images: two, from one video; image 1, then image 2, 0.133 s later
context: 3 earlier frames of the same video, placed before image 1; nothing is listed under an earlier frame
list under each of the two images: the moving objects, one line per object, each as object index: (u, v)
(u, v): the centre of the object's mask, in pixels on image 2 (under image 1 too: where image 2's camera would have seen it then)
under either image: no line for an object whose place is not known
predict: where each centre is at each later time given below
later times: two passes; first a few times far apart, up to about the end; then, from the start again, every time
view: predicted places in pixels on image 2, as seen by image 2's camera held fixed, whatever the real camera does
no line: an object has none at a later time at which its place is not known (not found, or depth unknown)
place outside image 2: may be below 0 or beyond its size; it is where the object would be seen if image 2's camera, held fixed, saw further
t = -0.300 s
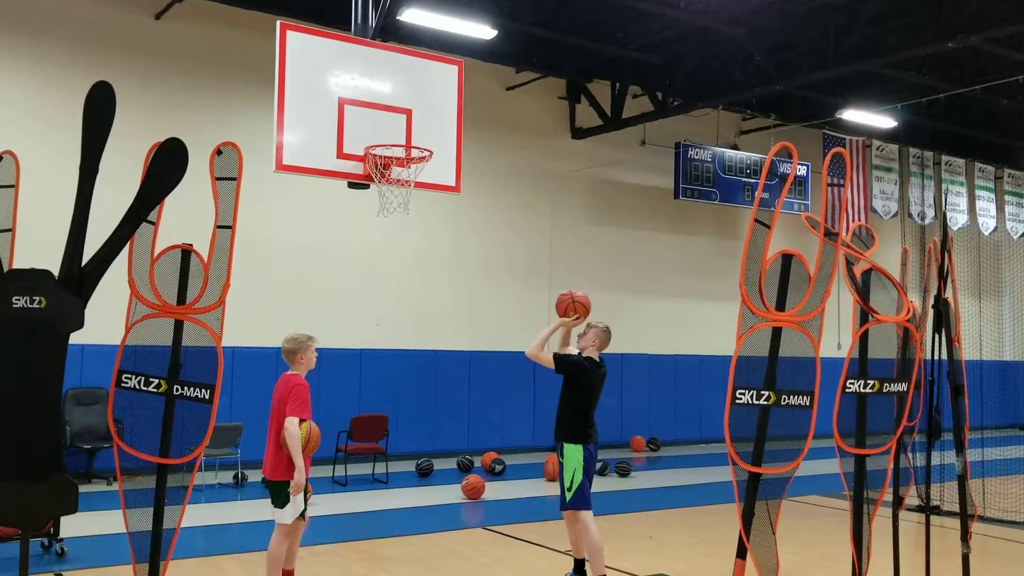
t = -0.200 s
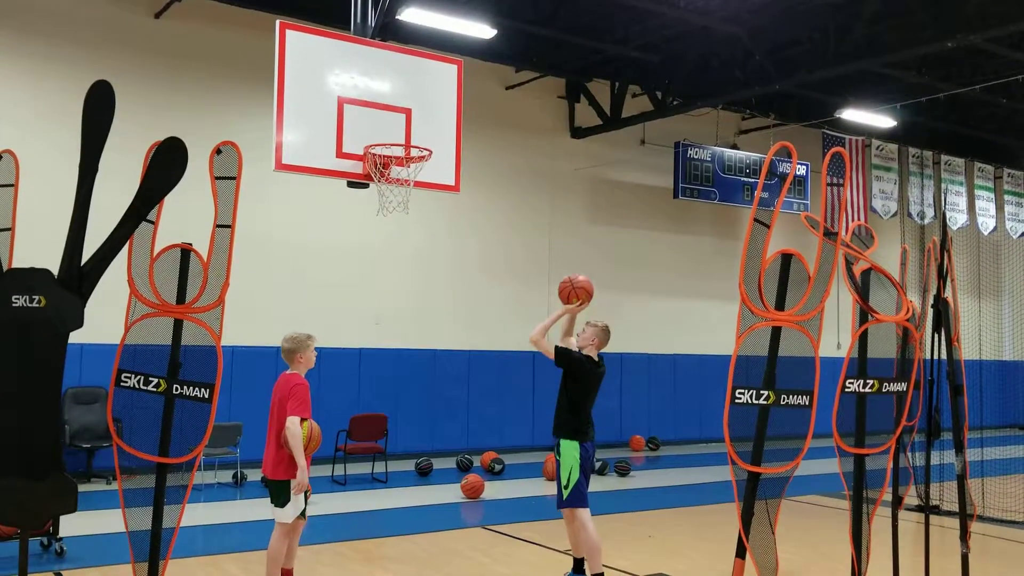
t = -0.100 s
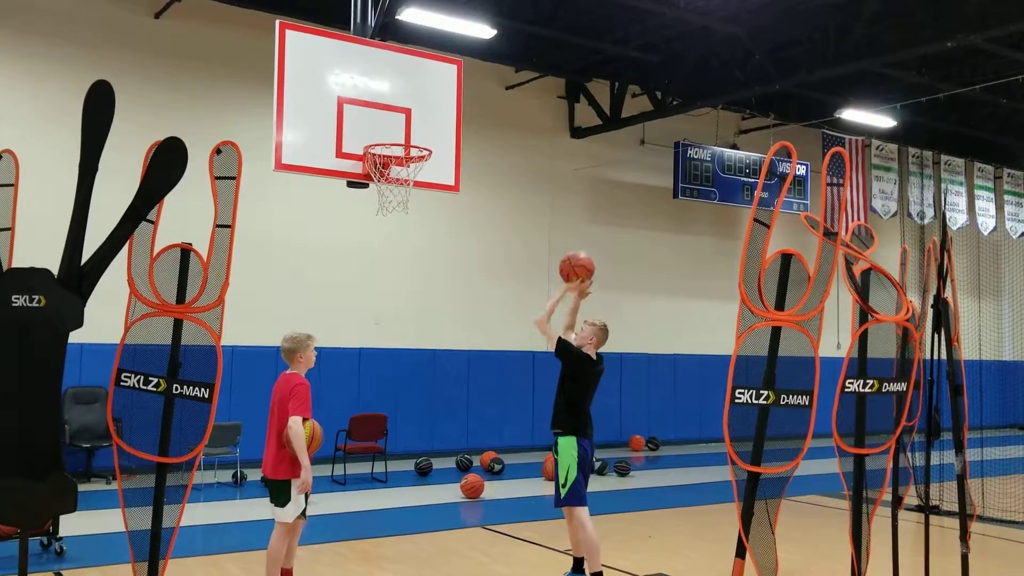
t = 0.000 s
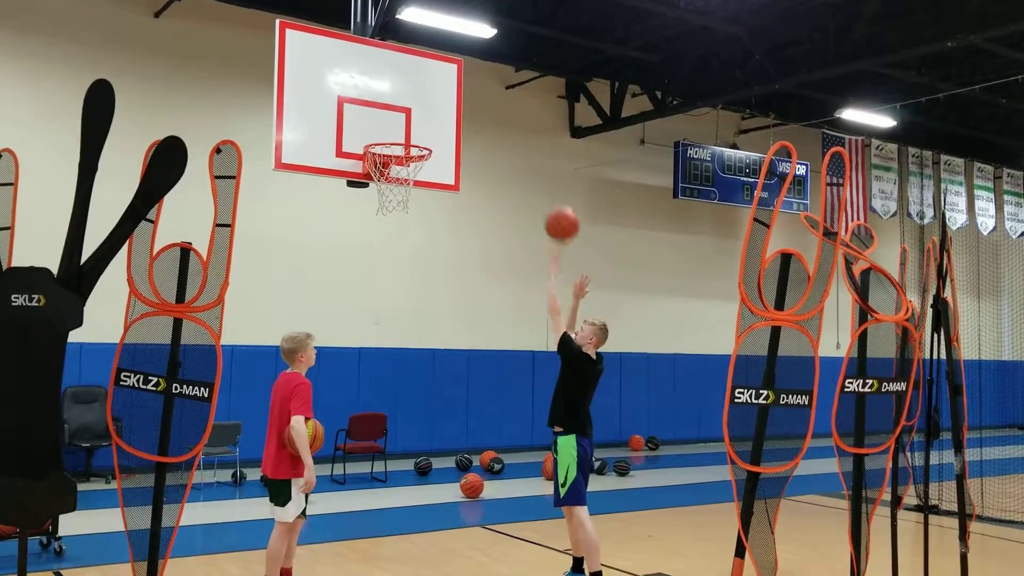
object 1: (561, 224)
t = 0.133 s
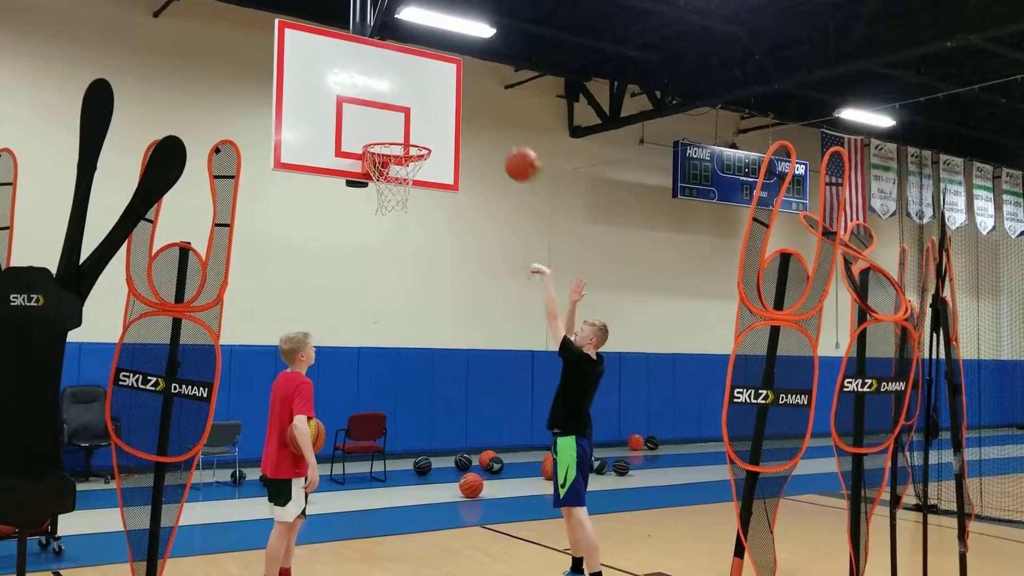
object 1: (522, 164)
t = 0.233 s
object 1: (494, 136)
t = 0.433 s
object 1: (436, 121)
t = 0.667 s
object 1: (395, 162)
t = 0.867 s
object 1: (411, 184)
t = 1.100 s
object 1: (416, 242)
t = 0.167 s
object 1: (512, 153)
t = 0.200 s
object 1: (503, 144)
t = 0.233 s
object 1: (494, 136)
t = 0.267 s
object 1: (484, 129)
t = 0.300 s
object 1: (475, 125)
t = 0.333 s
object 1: (465, 121)
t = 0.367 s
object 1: (456, 120)
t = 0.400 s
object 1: (446, 120)
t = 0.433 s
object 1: (436, 121)
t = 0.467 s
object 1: (427, 123)
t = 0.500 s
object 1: (418, 128)
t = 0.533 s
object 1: (408, 133)
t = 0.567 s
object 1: (398, 141)
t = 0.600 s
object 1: (389, 149)
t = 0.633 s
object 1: (389, 156)
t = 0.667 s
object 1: (395, 162)
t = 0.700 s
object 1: (396, 171)
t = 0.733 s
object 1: (401, 180)
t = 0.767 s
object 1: (404, 180)
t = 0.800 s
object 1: (407, 181)
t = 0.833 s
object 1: (409, 182)
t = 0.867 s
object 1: (411, 184)
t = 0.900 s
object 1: (411, 187)
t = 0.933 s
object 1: (413, 194)
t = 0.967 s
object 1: (413, 199)
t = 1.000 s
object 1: (414, 208)
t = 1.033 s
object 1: (415, 218)
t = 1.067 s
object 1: (415, 229)
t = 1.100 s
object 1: (416, 242)
